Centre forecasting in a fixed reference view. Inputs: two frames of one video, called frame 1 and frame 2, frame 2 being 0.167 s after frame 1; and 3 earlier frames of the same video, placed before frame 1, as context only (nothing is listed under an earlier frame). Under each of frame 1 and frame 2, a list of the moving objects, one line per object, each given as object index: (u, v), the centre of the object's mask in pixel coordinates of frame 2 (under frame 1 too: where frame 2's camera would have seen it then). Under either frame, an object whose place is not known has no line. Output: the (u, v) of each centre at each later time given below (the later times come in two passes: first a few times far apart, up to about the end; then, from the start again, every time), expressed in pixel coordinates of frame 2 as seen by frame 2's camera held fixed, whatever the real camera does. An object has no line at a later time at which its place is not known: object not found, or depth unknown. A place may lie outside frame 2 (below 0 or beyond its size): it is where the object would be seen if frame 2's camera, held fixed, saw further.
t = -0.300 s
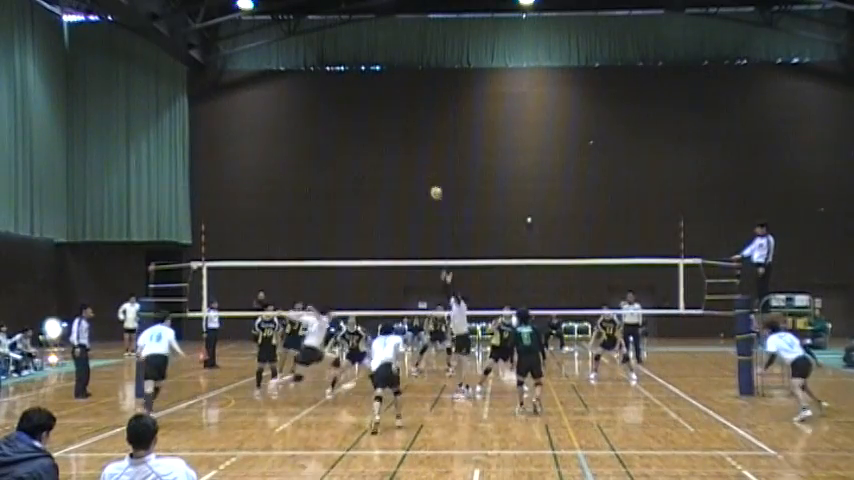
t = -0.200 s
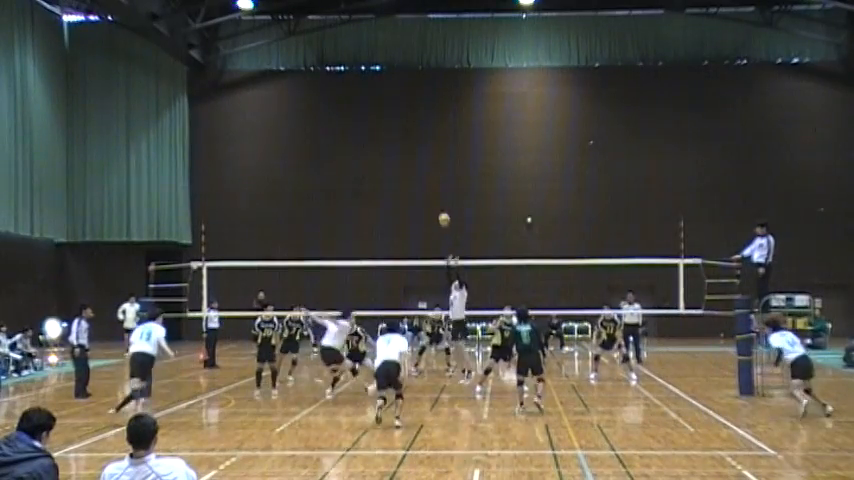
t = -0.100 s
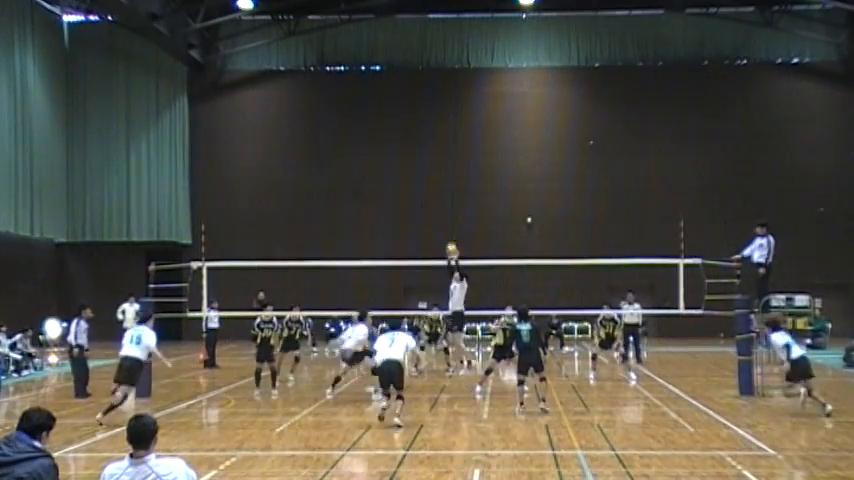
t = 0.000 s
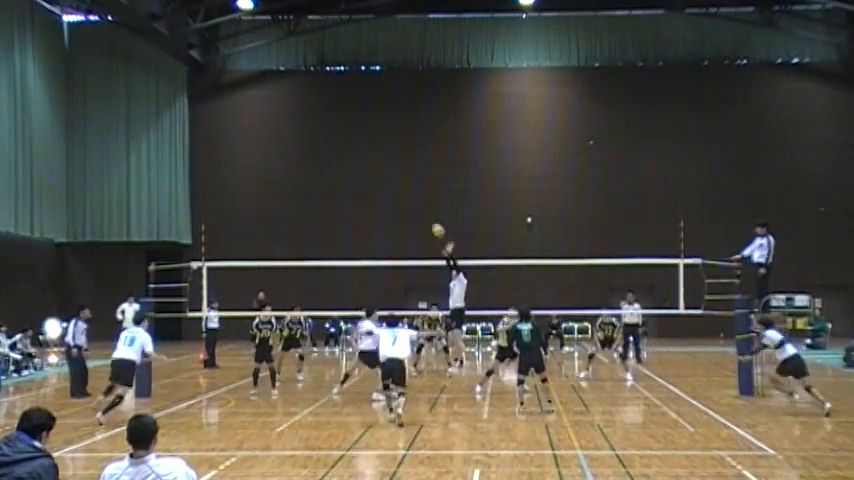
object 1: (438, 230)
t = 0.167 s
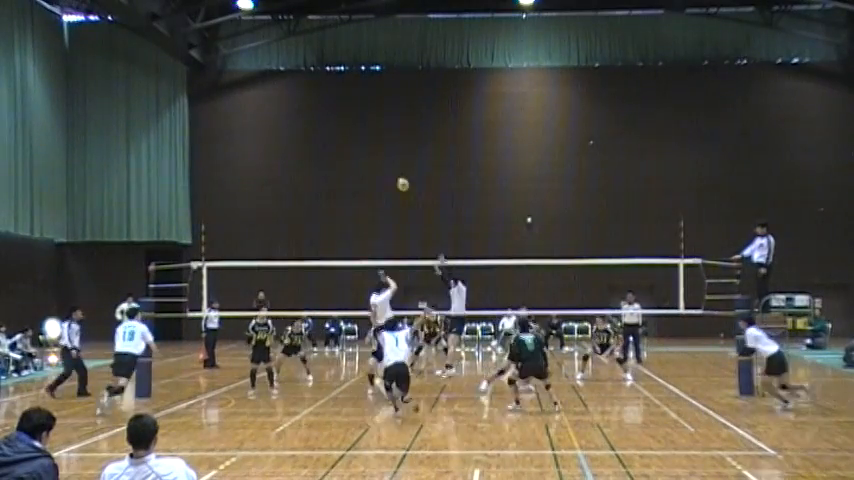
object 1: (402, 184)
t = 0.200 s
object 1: (395, 177)
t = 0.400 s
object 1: (355, 146)
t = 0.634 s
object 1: (310, 137)
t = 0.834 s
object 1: (272, 155)
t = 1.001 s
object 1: (242, 185)
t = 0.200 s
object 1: (395, 177)
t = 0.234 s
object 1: (389, 170)
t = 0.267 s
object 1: (382, 164)
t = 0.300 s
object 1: (376, 159)
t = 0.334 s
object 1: (368, 153)
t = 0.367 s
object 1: (362, 149)
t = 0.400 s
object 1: (355, 146)
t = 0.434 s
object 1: (349, 143)
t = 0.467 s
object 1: (342, 141)
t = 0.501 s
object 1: (336, 139)
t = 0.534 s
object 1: (330, 138)
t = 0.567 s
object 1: (323, 137)
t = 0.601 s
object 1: (316, 137)
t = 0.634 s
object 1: (310, 137)
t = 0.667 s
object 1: (303, 138)
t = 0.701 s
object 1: (297, 141)
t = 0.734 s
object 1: (291, 144)
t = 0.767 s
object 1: (285, 147)
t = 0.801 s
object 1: (278, 151)
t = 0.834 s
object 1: (272, 155)
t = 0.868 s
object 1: (265, 160)
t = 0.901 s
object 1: (259, 165)
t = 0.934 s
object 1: (253, 171)
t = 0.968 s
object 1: (247, 178)
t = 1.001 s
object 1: (242, 185)
